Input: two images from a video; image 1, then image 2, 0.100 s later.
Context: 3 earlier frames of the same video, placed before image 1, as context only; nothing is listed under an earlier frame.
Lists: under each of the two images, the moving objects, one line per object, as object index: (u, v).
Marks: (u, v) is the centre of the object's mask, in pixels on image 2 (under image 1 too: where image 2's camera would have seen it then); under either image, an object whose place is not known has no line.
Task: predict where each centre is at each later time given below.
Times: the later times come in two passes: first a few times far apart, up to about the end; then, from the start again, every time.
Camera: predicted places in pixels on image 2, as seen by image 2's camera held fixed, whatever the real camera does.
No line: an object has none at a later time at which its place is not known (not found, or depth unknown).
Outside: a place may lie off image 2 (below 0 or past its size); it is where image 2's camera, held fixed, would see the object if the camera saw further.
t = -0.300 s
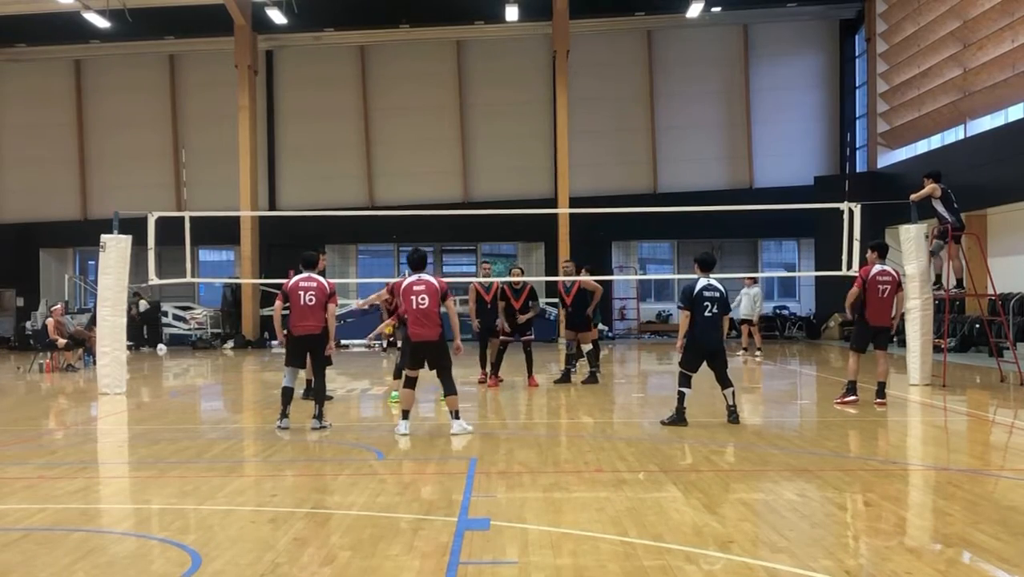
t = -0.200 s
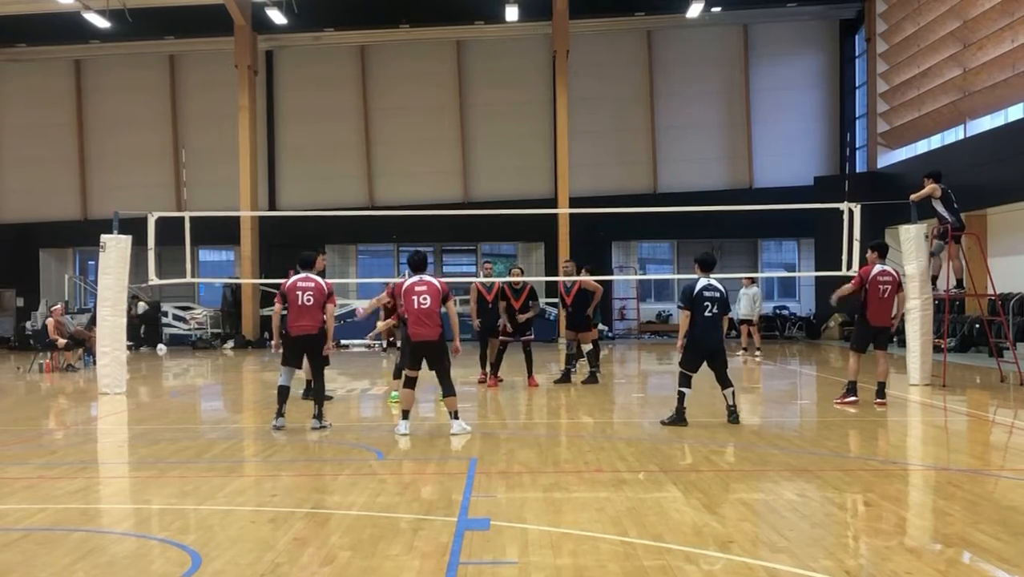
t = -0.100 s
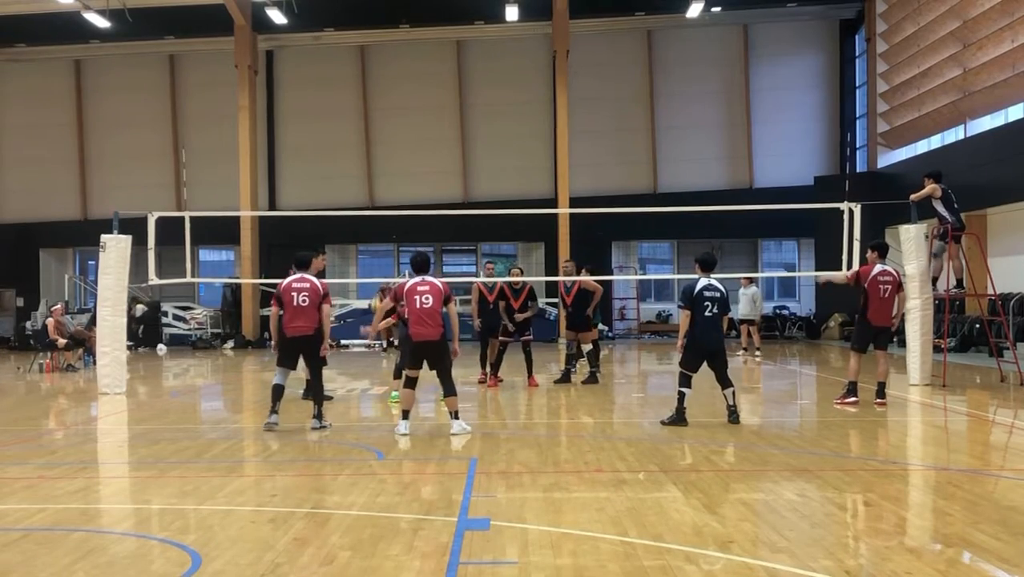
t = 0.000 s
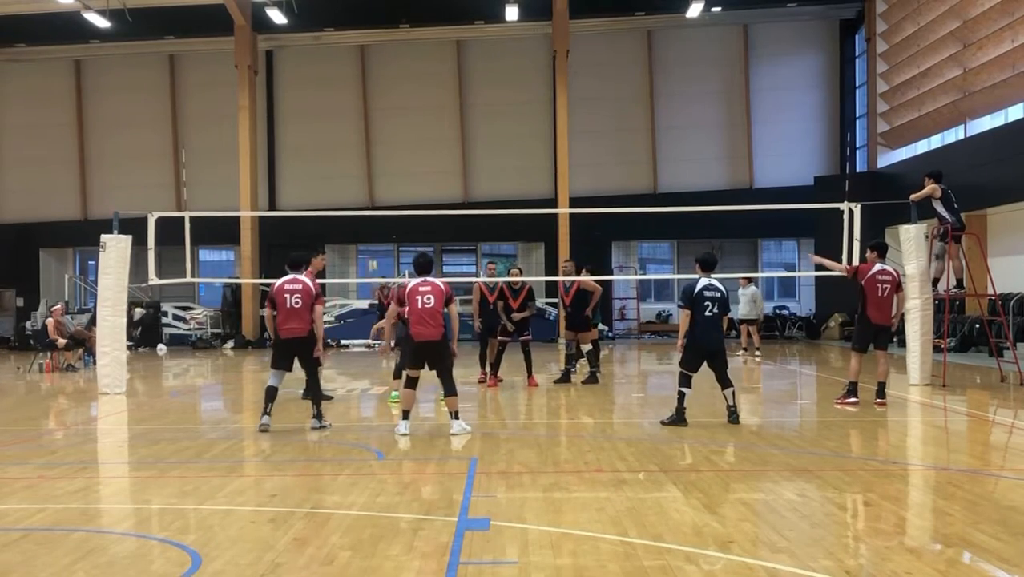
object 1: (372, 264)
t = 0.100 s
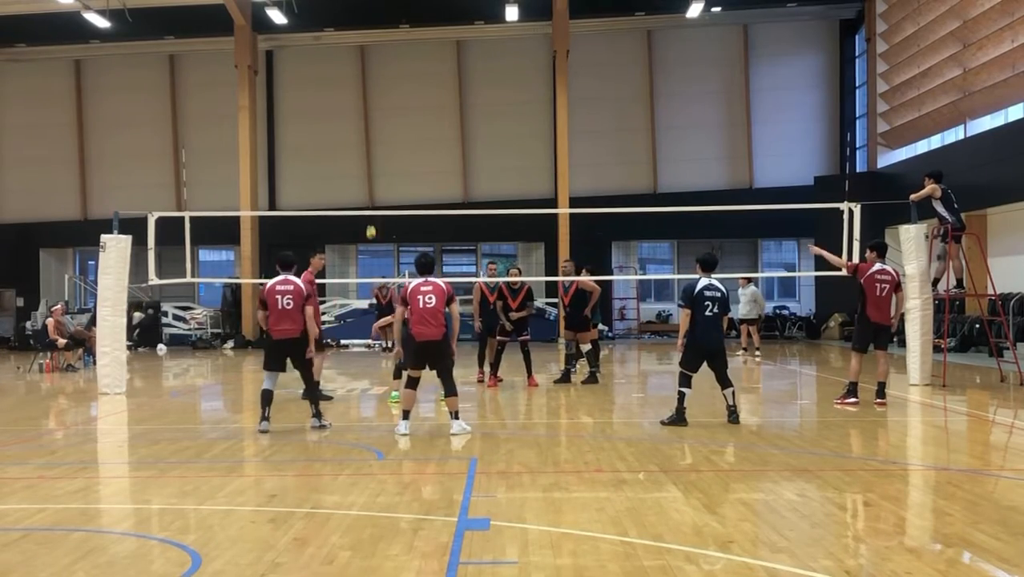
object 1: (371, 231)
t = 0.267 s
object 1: (367, 184)
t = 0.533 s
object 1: (361, 136)
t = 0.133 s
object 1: (370, 220)
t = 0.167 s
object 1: (369, 209)
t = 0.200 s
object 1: (369, 202)
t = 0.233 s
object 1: (368, 192)
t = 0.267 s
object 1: (367, 184)
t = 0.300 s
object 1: (366, 177)
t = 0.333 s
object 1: (366, 169)
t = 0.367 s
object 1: (365, 162)
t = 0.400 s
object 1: (364, 156)
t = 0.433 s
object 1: (363, 151)
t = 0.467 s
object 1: (363, 145)
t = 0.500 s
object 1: (362, 141)
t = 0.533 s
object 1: (361, 136)
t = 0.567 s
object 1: (361, 133)
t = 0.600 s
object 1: (359, 129)
